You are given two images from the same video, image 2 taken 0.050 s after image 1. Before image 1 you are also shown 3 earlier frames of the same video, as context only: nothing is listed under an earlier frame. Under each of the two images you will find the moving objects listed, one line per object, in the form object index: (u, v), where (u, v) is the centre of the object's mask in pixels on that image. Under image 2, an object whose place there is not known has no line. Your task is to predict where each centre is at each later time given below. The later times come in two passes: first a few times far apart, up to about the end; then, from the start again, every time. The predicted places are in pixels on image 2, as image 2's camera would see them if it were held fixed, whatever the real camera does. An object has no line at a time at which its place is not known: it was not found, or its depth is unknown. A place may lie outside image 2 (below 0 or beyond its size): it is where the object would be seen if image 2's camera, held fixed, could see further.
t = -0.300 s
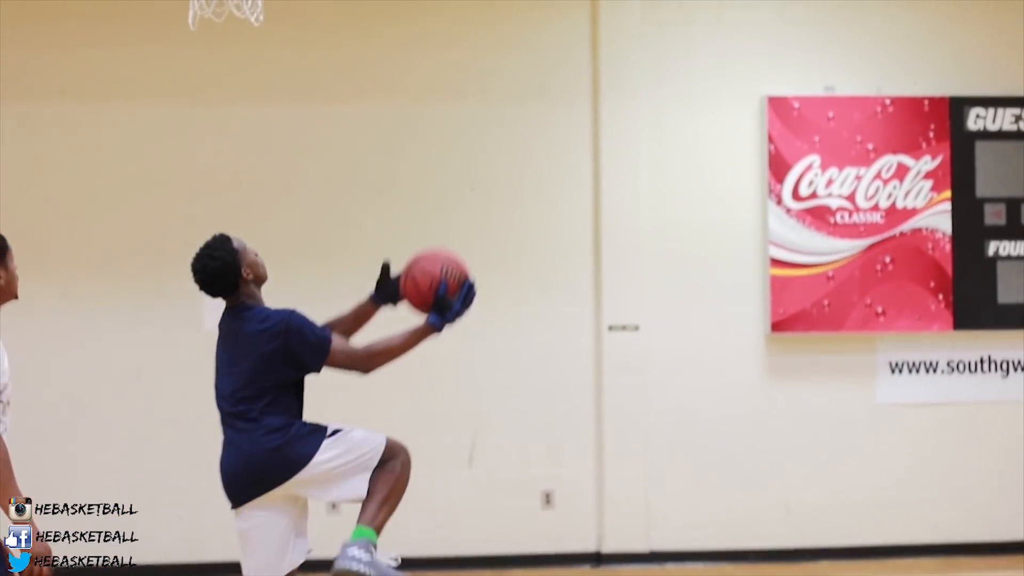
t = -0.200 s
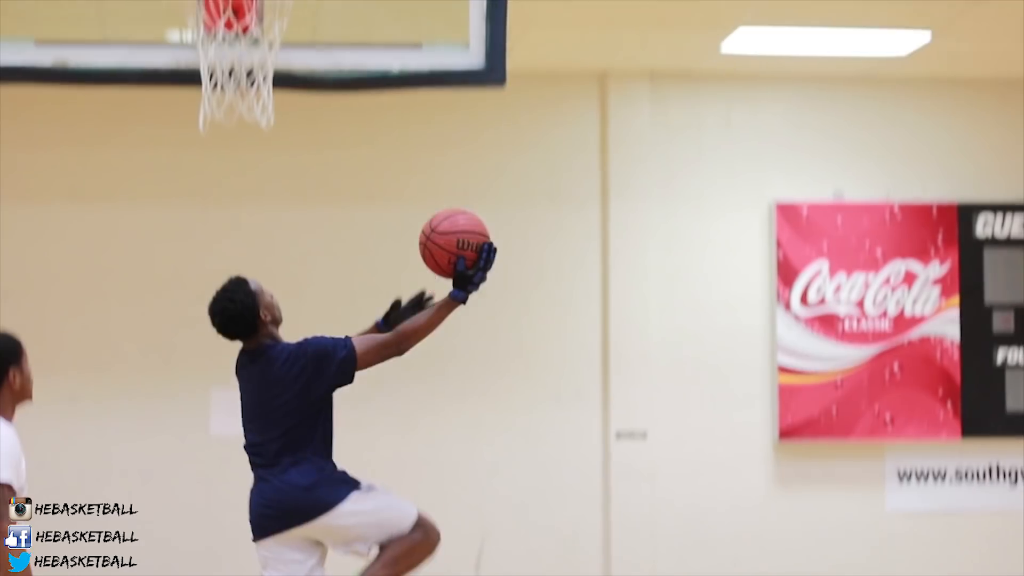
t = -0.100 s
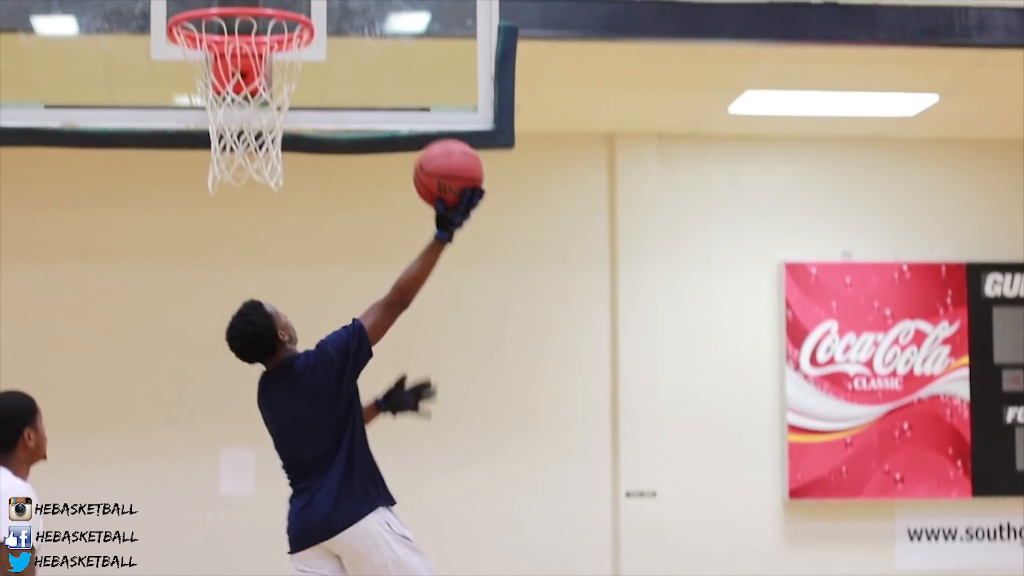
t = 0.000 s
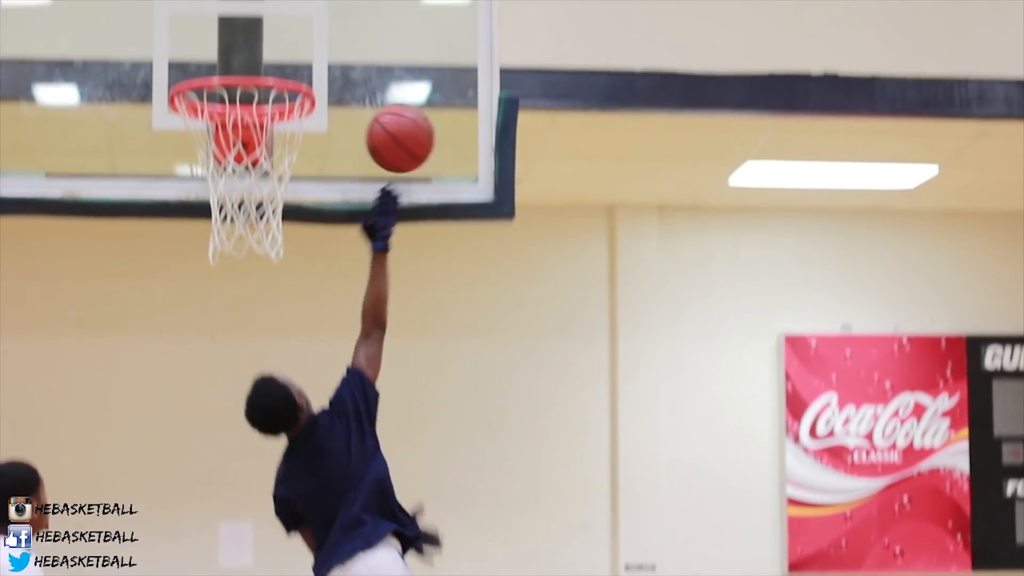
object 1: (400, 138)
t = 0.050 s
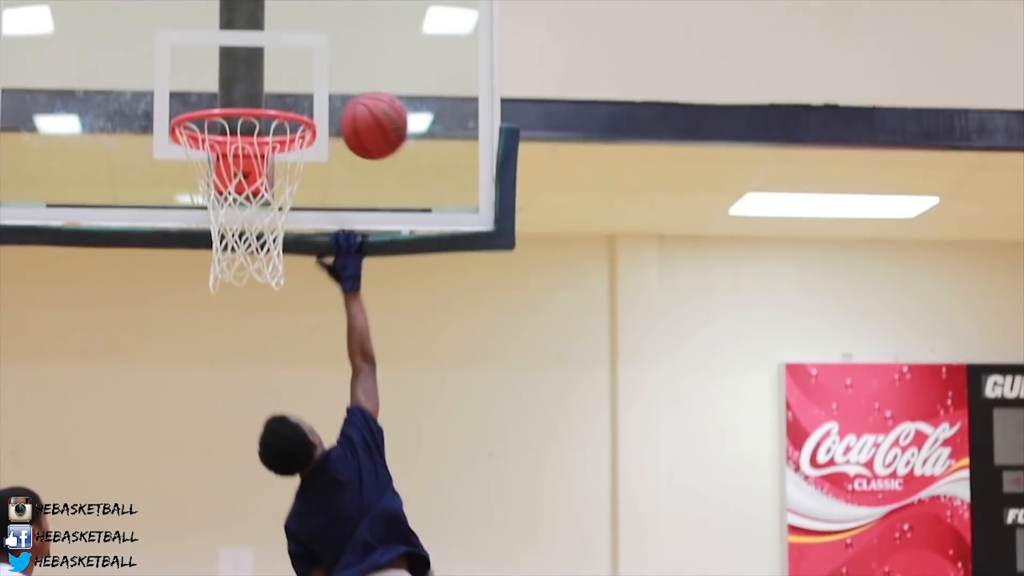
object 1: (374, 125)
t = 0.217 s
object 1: (311, 71)
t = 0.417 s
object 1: (239, 125)
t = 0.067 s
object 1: (366, 113)
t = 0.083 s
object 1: (357, 101)
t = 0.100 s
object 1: (351, 94)
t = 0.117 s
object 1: (345, 88)
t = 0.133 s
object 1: (339, 83)
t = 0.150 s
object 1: (333, 79)
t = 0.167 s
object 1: (328, 76)
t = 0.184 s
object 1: (322, 74)
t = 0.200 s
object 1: (316, 72)
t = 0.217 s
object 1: (311, 71)
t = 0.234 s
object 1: (305, 71)
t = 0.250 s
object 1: (299, 72)
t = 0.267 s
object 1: (293, 73)
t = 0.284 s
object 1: (287, 76)
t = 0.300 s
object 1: (281, 78)
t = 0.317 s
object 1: (275, 81)
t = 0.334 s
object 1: (270, 83)
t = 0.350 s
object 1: (264, 86)
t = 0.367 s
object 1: (258, 97)
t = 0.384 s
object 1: (252, 104)
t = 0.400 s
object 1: (245, 117)
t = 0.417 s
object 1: (239, 125)
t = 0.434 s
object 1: (235, 134)
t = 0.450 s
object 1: (228, 146)
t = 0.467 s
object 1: (224, 156)
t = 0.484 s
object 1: (218, 166)
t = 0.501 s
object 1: (215, 175)
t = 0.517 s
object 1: (210, 186)
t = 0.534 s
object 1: (209, 194)
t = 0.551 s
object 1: (208, 202)
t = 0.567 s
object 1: (207, 210)
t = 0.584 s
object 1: (208, 235)
